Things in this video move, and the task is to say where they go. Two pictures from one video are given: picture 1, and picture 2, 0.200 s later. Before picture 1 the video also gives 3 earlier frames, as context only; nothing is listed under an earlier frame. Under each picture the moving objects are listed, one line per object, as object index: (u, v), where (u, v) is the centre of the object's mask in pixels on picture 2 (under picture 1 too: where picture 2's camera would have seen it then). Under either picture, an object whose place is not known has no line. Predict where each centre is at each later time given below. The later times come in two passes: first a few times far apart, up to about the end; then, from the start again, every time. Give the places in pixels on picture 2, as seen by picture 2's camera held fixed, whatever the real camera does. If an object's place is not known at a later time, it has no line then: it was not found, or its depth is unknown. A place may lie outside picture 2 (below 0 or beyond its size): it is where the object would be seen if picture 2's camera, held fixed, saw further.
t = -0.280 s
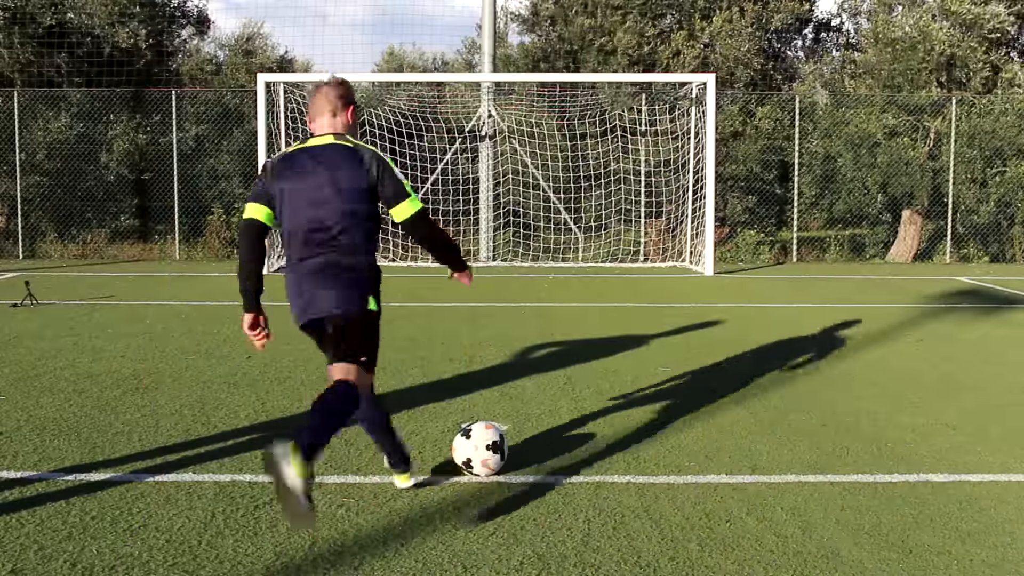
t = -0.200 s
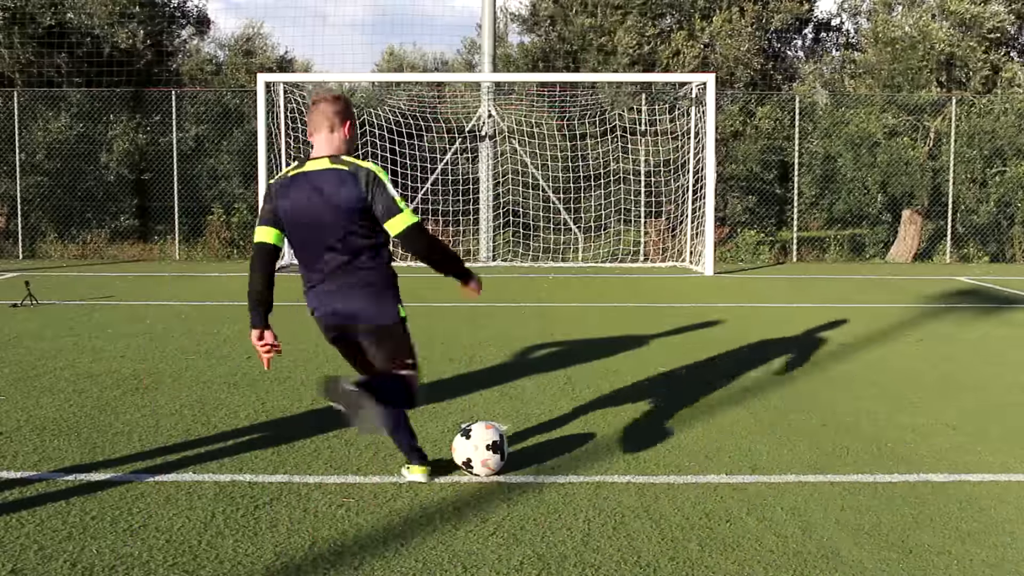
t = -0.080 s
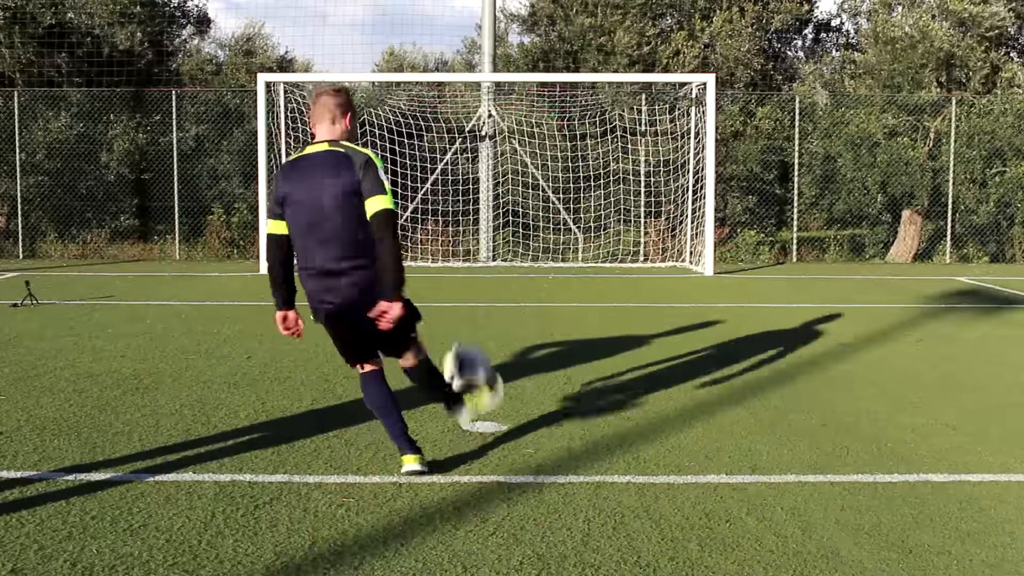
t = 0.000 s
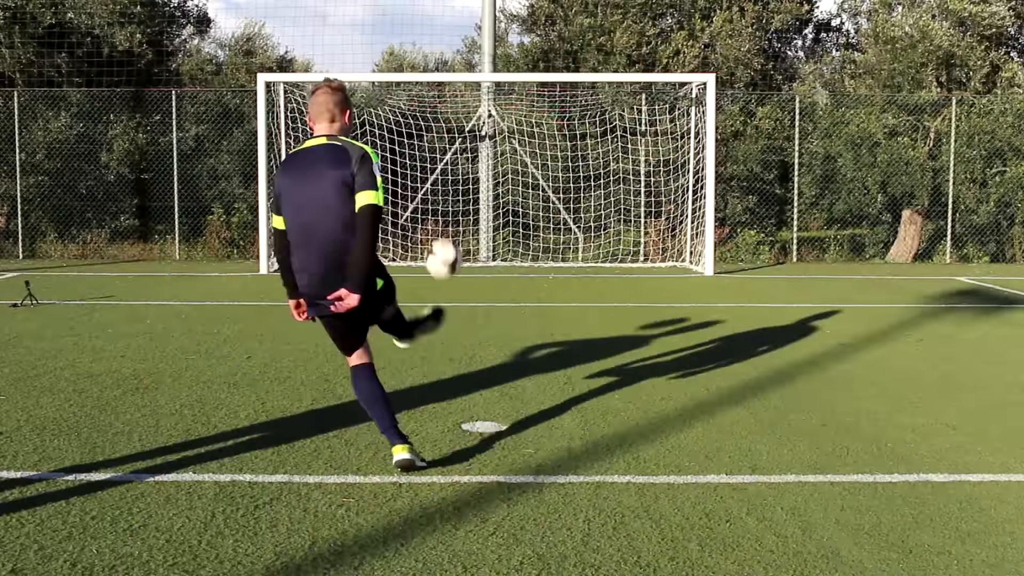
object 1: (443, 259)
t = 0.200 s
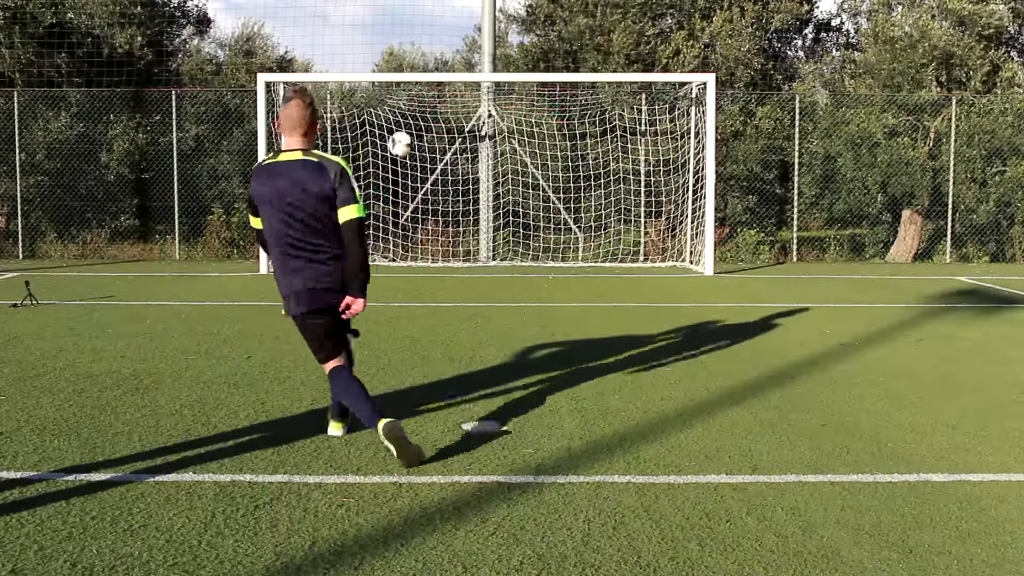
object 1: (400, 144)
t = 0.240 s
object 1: (394, 135)
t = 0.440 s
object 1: (367, 119)
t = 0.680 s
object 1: (363, 187)
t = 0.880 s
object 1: (376, 240)
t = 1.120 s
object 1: (390, 205)
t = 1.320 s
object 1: (403, 218)
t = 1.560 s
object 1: (419, 258)
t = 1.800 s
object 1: (437, 235)
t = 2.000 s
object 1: (453, 253)
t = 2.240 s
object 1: (475, 254)
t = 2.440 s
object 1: (494, 261)
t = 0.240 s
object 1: (394, 135)
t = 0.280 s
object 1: (387, 128)
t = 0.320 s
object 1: (381, 123)
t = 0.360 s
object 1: (376, 121)
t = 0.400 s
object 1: (369, 119)
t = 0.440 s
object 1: (367, 119)
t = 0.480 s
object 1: (361, 122)
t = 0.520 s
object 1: (358, 127)
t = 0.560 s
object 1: (355, 137)
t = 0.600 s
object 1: (361, 152)
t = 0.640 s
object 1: (362, 169)
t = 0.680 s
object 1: (363, 187)
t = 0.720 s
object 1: (365, 206)
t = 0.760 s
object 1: (366, 226)
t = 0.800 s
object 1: (367, 247)
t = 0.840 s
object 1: (374, 253)
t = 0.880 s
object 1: (376, 240)
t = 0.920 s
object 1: (378, 229)
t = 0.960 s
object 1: (380, 220)
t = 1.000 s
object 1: (383, 213)
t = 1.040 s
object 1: (386, 210)
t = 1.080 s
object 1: (388, 206)
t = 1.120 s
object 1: (390, 205)
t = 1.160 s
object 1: (393, 205)
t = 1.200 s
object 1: (396, 207)
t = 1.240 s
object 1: (397, 208)
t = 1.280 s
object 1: (400, 213)
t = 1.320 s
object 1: (403, 218)
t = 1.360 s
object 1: (405, 225)
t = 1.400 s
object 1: (409, 231)
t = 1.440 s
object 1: (410, 241)
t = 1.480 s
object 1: (414, 252)
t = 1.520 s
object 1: (418, 264)
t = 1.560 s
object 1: (419, 258)
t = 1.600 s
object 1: (423, 252)
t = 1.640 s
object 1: (425, 245)
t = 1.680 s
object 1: (428, 240)
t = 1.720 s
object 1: (431, 237)
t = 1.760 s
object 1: (434, 235)
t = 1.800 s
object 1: (437, 235)
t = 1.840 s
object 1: (440, 236)
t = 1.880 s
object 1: (443, 238)
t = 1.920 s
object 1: (446, 242)
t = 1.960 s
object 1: (449, 246)
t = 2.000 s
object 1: (453, 253)
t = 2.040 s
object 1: (458, 261)
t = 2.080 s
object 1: (460, 272)
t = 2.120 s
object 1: (465, 266)
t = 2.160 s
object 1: (468, 260)
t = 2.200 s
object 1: (471, 257)
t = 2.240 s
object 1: (475, 254)
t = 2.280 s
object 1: (478, 252)
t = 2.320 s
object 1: (482, 252)
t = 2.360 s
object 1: (485, 254)
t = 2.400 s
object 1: (490, 256)
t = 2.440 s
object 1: (494, 261)
